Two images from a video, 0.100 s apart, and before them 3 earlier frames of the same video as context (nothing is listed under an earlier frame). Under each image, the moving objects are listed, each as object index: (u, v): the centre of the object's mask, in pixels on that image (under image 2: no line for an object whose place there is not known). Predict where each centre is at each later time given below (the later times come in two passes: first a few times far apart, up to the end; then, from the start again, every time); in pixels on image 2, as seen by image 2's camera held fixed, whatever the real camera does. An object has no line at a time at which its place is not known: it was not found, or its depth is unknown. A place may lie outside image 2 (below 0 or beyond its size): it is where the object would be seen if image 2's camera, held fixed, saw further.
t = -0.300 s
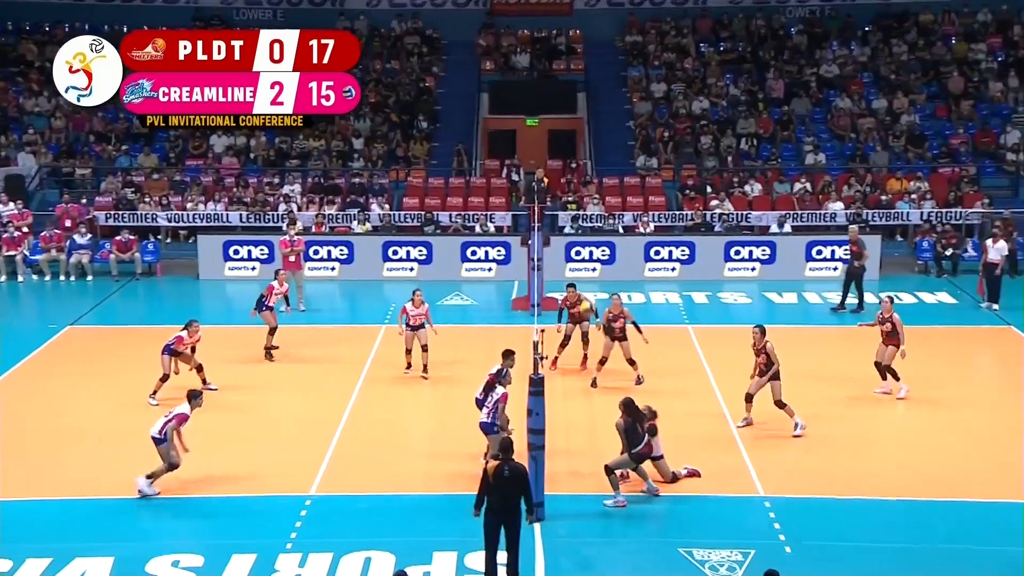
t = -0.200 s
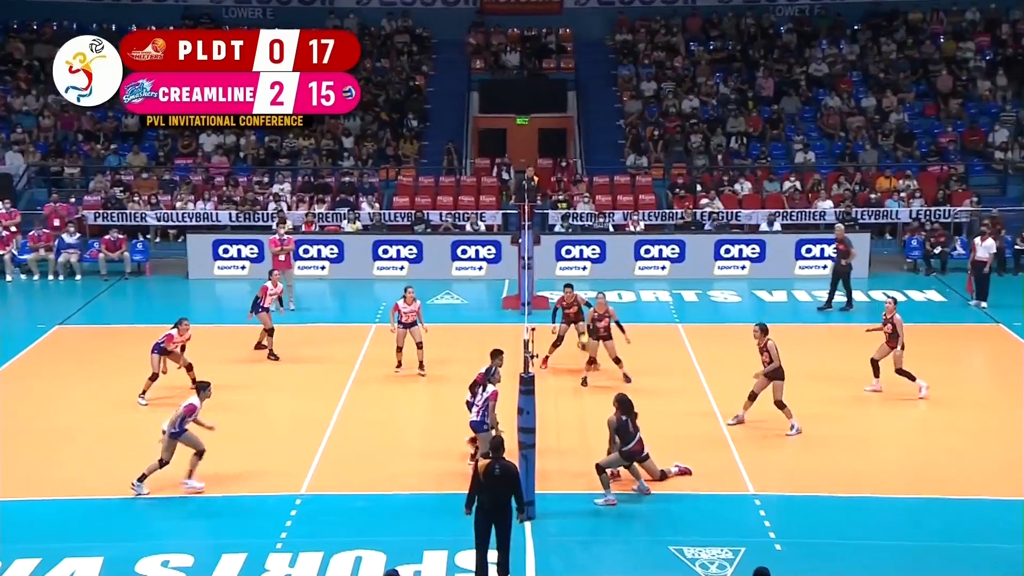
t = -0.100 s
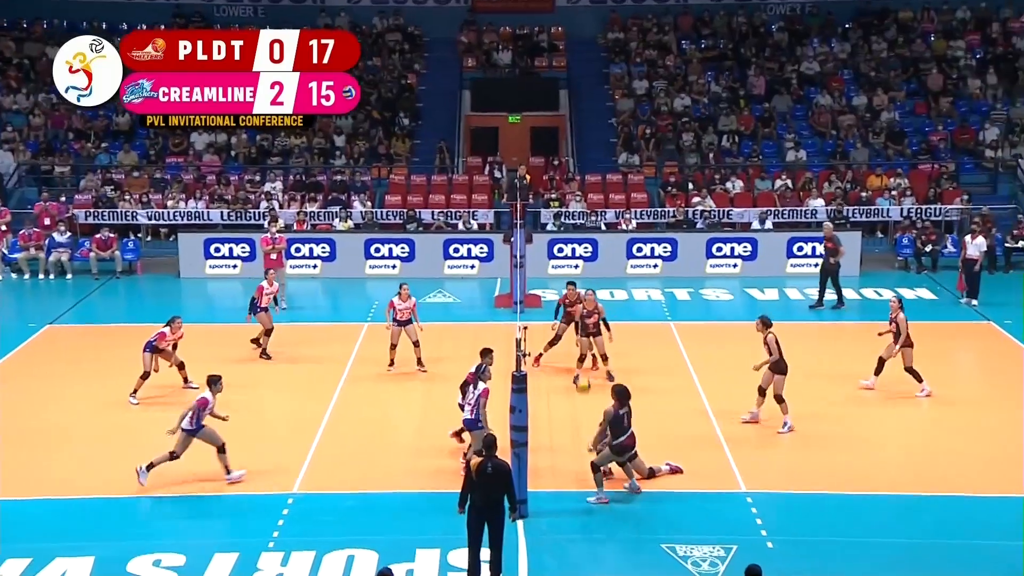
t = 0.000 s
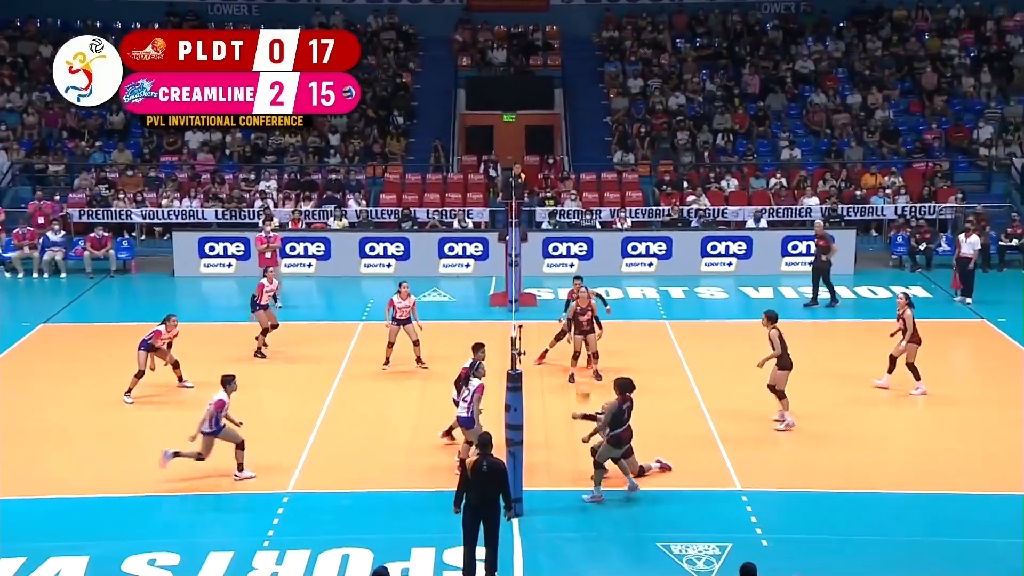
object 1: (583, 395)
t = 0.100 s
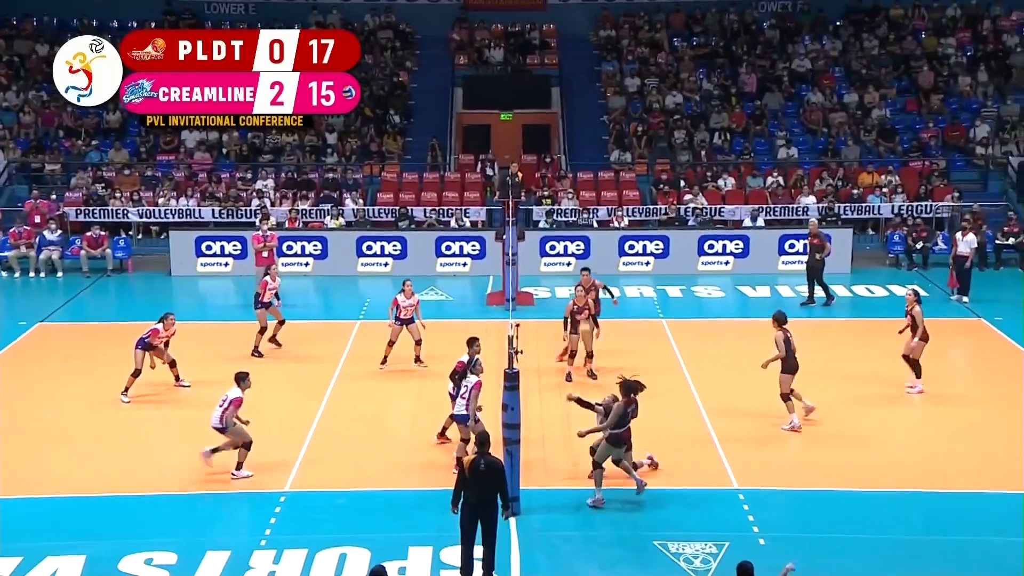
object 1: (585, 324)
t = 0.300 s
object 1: (592, 234)
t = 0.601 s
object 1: (604, 156)
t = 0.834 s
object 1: (613, 142)
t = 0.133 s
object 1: (586, 311)
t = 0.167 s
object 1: (588, 292)
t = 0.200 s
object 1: (589, 278)
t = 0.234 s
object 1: (590, 262)
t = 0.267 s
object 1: (591, 247)
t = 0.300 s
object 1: (592, 234)
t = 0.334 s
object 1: (594, 222)
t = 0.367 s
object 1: (595, 210)
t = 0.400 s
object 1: (596, 199)
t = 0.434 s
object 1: (597, 191)
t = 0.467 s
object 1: (599, 182)
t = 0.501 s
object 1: (601, 175)
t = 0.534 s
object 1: (601, 167)
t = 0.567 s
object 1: (603, 162)
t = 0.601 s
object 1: (604, 156)
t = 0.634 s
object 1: (605, 152)
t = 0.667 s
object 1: (607, 148)
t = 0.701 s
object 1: (608, 146)
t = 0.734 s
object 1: (609, 144)
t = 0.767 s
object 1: (610, 142)
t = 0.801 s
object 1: (612, 142)
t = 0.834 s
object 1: (613, 142)
